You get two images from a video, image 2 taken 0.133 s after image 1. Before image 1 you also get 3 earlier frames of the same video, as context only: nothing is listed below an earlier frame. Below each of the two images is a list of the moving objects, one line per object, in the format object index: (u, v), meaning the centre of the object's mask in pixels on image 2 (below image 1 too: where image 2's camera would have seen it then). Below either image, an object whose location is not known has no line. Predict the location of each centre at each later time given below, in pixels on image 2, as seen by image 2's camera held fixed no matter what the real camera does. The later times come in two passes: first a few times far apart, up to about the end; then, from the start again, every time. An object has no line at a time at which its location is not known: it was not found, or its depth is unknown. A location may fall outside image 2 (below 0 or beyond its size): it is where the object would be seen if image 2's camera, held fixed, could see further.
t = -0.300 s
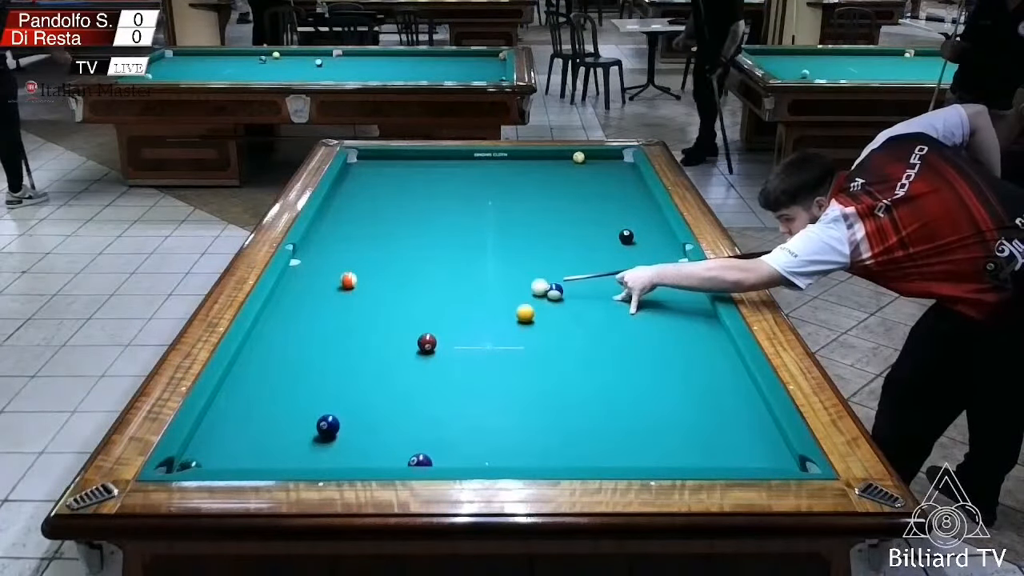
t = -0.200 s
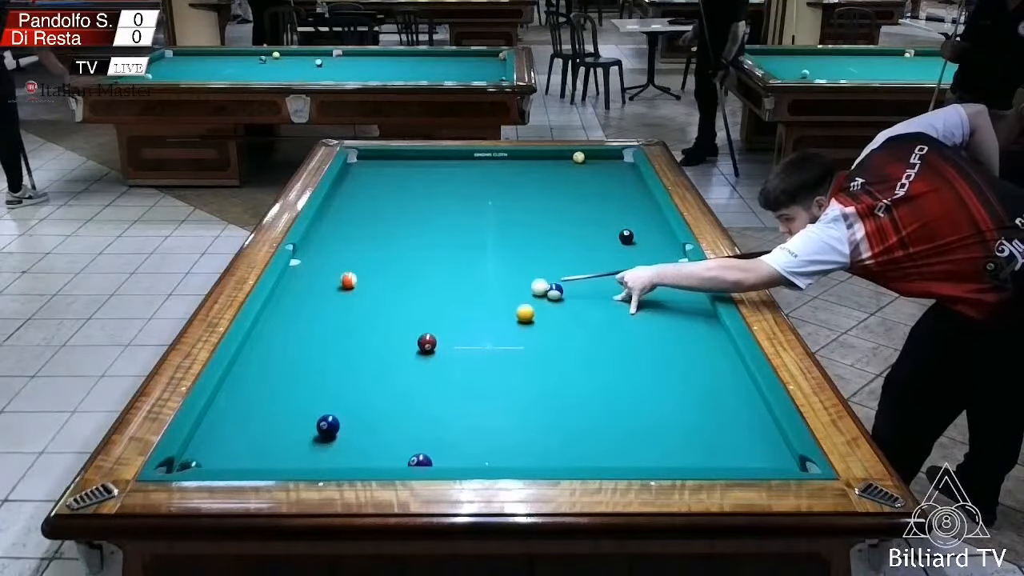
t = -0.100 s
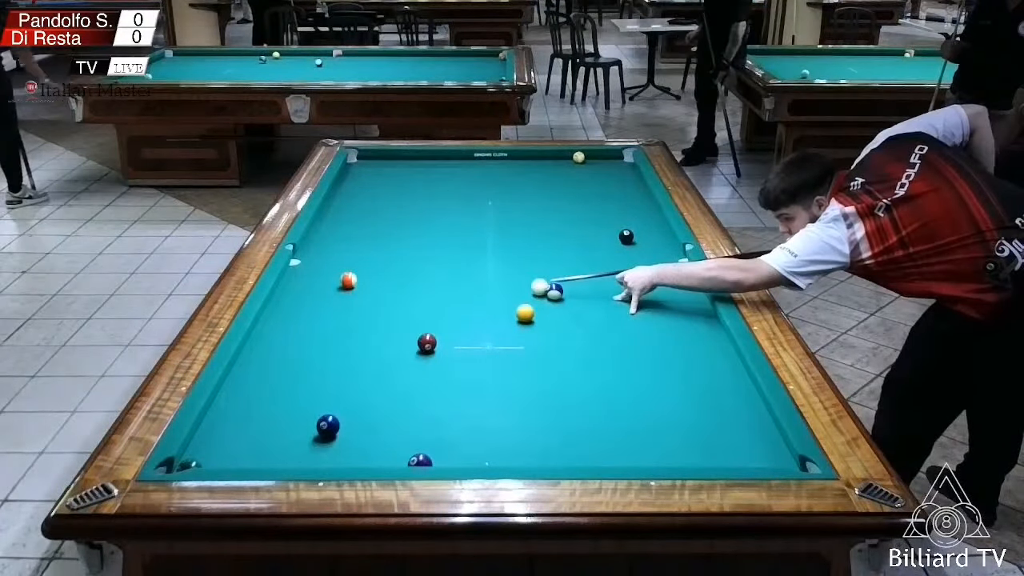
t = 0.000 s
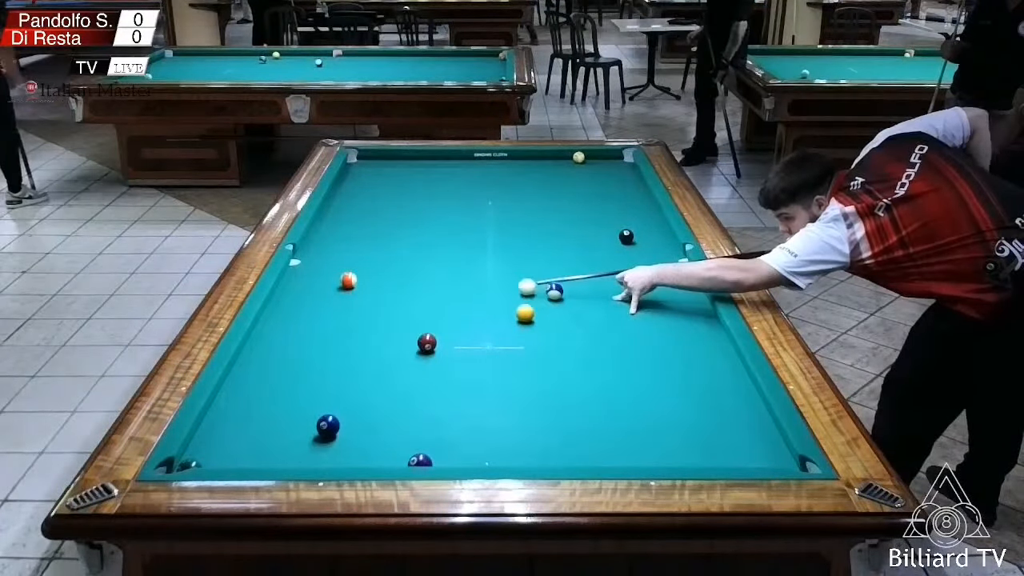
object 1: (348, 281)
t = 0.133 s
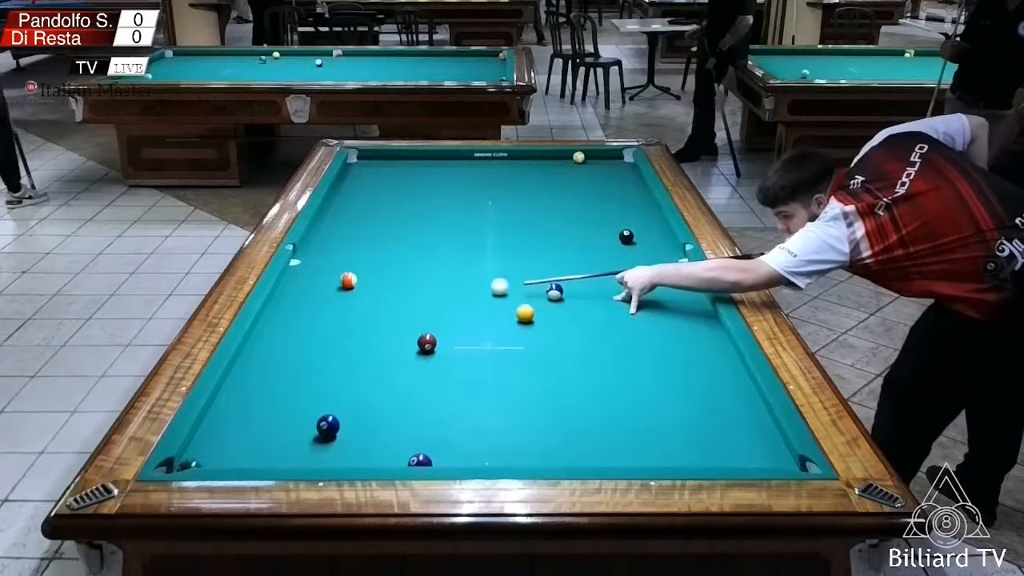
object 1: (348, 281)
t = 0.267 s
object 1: (348, 281)
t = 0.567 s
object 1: (348, 281)
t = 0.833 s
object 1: (348, 281)
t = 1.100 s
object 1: (341, 275)
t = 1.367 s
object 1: (329, 273)
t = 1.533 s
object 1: (322, 270)
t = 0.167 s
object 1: (348, 281)
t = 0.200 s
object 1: (348, 281)
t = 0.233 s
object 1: (348, 281)
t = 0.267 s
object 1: (348, 281)
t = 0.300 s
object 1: (348, 281)
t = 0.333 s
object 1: (348, 281)
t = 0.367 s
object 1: (348, 281)
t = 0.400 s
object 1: (348, 281)
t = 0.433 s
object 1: (348, 281)
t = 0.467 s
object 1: (348, 281)
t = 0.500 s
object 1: (348, 281)
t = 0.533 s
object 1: (348, 281)
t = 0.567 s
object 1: (348, 281)
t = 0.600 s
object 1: (348, 281)
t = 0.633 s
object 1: (348, 281)
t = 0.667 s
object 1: (348, 281)
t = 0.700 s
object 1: (348, 281)
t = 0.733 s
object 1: (348, 281)
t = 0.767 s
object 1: (348, 281)
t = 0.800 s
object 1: (348, 281)
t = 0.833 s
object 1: (348, 281)
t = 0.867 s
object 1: (348, 280)
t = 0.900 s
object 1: (348, 280)
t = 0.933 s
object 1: (347, 280)
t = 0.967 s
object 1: (345, 279)
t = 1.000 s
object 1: (343, 277)
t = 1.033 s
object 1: (342, 276)
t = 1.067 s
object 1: (342, 276)
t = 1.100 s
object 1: (341, 275)
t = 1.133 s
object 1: (340, 274)
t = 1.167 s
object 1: (338, 275)
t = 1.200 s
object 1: (337, 275)
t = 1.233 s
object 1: (335, 275)
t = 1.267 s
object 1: (334, 275)
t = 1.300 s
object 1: (332, 274)
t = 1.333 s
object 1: (330, 273)
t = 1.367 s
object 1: (329, 273)
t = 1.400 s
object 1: (327, 272)
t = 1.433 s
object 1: (326, 271)
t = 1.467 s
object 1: (325, 271)
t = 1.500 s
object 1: (323, 271)
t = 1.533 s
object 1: (322, 270)
